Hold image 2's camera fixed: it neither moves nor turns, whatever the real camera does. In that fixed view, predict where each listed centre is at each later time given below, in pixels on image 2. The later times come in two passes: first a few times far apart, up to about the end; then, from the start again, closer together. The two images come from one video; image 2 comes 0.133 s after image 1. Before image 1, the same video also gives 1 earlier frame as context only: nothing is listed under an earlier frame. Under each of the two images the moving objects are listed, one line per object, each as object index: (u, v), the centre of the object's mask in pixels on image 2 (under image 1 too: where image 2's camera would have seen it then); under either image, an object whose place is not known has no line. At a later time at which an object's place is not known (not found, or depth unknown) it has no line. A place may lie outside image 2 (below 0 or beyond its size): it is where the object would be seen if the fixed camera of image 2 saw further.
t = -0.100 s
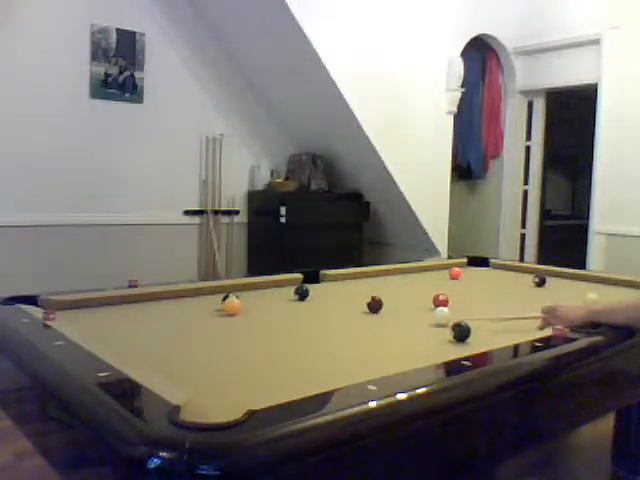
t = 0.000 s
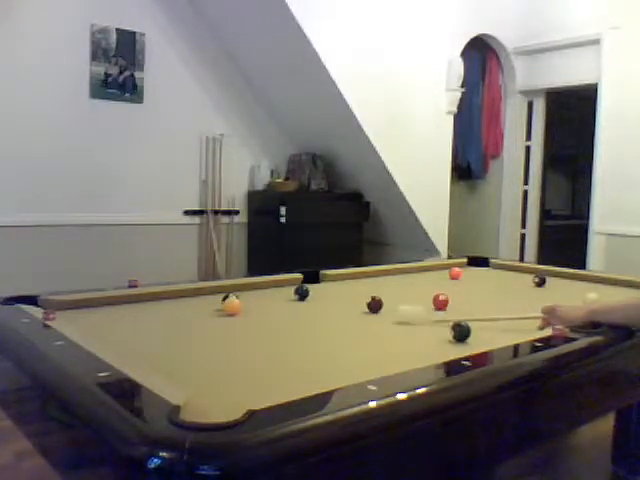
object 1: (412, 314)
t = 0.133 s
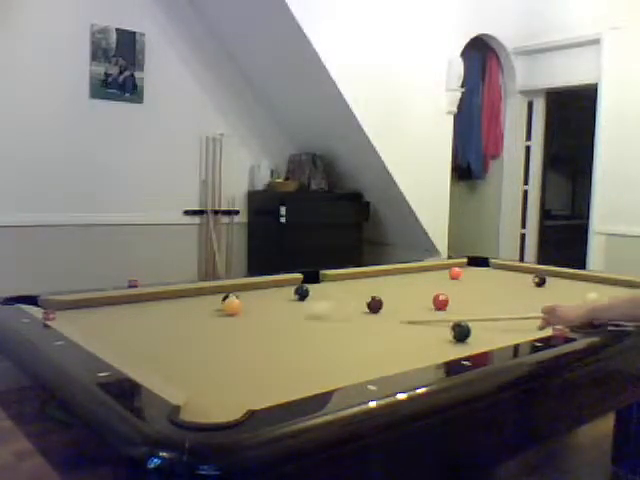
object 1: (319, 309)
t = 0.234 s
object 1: (264, 307)
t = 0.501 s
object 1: (247, 303)
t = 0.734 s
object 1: (248, 300)
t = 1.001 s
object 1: (250, 297)
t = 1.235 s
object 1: (251, 296)
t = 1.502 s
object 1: (252, 294)
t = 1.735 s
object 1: (253, 293)
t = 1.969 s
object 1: (252, 292)
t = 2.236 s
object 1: (253, 292)
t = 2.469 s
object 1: (253, 291)
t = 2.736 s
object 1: (253, 291)
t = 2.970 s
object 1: (253, 291)
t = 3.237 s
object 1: (253, 291)
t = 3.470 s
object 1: (254, 291)
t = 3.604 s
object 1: (250, 290)
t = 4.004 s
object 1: (254, 290)
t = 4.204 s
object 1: (254, 290)
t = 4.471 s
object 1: (254, 290)
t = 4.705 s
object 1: (254, 291)
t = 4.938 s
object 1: (254, 291)
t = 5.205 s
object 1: (254, 291)
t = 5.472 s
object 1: (254, 291)
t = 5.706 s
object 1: (254, 291)
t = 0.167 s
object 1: (298, 308)
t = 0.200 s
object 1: (280, 308)
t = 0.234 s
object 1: (264, 307)
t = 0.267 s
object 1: (249, 306)
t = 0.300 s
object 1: (248, 306)
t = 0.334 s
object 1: (248, 305)
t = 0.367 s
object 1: (247, 305)
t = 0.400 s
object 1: (247, 304)
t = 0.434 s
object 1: (247, 304)
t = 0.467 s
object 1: (247, 303)
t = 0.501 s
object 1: (247, 303)
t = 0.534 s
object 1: (246, 302)
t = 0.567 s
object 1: (247, 302)
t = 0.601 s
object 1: (246, 302)
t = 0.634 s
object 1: (247, 301)
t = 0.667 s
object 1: (247, 301)
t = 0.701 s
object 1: (248, 300)
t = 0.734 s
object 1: (248, 300)
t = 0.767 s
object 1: (249, 300)
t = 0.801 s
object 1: (249, 299)
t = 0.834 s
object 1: (249, 299)
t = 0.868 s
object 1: (249, 299)
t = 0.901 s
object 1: (250, 298)
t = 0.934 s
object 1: (250, 298)
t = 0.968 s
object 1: (250, 298)
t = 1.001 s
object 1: (250, 297)
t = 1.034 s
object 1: (250, 297)
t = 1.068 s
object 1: (250, 297)
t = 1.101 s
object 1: (251, 297)
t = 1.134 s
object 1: (251, 297)
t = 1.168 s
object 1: (251, 297)
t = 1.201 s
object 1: (251, 296)
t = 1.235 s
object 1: (251, 296)
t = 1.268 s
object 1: (251, 295)
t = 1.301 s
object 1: (251, 295)
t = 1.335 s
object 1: (252, 295)
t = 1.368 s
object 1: (252, 295)
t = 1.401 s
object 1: (252, 295)
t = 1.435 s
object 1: (252, 294)
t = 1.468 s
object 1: (252, 294)
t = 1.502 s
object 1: (252, 294)
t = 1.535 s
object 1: (252, 294)
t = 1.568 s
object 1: (252, 294)
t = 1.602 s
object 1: (252, 294)
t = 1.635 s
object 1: (253, 294)
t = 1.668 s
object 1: (253, 293)
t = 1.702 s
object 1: (253, 293)
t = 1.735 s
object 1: (253, 293)
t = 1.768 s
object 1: (253, 293)
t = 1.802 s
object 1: (253, 293)
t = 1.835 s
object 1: (253, 293)
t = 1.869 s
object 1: (253, 293)
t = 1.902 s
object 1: (252, 292)
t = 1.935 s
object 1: (252, 292)
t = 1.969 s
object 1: (252, 292)
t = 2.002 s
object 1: (252, 292)
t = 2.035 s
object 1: (253, 292)
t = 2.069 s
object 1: (252, 292)
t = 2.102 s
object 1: (252, 292)
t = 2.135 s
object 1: (253, 292)
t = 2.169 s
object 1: (253, 292)
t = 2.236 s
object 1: (253, 292)
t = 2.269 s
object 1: (253, 291)
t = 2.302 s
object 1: (253, 291)
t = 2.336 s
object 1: (253, 291)
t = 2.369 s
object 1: (253, 291)
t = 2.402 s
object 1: (253, 291)
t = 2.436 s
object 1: (253, 291)
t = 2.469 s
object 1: (253, 291)
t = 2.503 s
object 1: (253, 291)
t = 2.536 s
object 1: (253, 291)
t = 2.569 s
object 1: (253, 291)
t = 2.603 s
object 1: (253, 291)
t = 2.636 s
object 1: (253, 291)
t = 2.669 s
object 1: (253, 291)
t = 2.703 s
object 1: (253, 291)
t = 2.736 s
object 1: (253, 291)
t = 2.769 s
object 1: (253, 291)
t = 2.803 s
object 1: (253, 291)
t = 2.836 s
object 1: (253, 291)
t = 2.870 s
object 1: (253, 291)
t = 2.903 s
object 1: (253, 291)
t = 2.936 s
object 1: (254, 291)
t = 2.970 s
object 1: (253, 291)
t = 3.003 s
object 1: (254, 291)
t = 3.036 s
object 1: (254, 291)
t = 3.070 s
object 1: (254, 291)
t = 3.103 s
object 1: (254, 290)
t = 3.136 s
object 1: (253, 291)
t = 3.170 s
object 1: (253, 291)
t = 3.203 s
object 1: (253, 290)
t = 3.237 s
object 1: (253, 291)
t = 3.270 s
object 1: (253, 291)
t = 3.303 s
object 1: (253, 291)
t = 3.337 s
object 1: (253, 291)
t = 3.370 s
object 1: (253, 291)
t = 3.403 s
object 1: (253, 291)
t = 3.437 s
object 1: (254, 291)
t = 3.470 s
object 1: (254, 291)
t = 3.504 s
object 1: (254, 291)
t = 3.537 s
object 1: (253, 290)
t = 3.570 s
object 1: (253, 290)
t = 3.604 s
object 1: (250, 290)
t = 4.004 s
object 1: (254, 290)
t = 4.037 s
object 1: (253, 290)
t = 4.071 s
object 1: (254, 290)
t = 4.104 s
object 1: (254, 290)
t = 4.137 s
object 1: (254, 290)
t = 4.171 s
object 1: (254, 290)
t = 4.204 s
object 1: (254, 290)
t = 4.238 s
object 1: (254, 290)
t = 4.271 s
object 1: (254, 290)
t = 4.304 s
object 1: (254, 290)
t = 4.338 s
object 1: (254, 290)
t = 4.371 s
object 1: (254, 290)
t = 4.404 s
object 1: (254, 290)
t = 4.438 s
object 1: (254, 290)
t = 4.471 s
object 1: (254, 290)
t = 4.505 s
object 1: (254, 290)
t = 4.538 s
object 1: (254, 291)
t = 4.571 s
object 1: (254, 291)
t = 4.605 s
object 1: (254, 291)
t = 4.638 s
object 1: (254, 291)
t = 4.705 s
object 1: (254, 291)
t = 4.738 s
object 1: (254, 291)
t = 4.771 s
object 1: (254, 291)
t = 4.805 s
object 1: (254, 291)
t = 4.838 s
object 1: (253, 291)
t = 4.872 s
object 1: (254, 291)
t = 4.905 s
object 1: (254, 291)
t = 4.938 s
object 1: (254, 291)
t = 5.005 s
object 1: (254, 291)
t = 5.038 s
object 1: (254, 291)
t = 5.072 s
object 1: (254, 291)
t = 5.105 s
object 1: (254, 291)
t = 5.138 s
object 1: (254, 291)
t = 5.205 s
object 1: (254, 291)
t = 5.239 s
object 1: (254, 291)
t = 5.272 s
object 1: (254, 291)
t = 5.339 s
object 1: (254, 291)
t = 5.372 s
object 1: (254, 291)
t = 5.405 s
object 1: (254, 291)
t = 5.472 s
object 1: (254, 291)
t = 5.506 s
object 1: (254, 291)
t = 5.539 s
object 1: (254, 291)
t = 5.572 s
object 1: (254, 291)
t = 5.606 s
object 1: (254, 291)
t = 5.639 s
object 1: (254, 291)
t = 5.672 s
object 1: (254, 291)
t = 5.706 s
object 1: (254, 291)
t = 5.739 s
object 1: (254, 291)
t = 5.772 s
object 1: (254, 291)
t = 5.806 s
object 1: (254, 291)
